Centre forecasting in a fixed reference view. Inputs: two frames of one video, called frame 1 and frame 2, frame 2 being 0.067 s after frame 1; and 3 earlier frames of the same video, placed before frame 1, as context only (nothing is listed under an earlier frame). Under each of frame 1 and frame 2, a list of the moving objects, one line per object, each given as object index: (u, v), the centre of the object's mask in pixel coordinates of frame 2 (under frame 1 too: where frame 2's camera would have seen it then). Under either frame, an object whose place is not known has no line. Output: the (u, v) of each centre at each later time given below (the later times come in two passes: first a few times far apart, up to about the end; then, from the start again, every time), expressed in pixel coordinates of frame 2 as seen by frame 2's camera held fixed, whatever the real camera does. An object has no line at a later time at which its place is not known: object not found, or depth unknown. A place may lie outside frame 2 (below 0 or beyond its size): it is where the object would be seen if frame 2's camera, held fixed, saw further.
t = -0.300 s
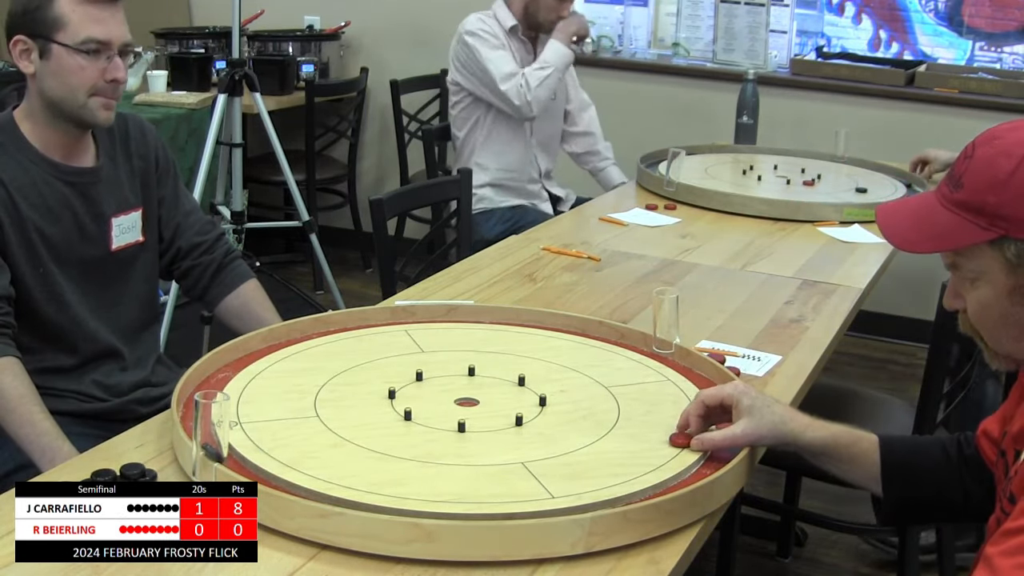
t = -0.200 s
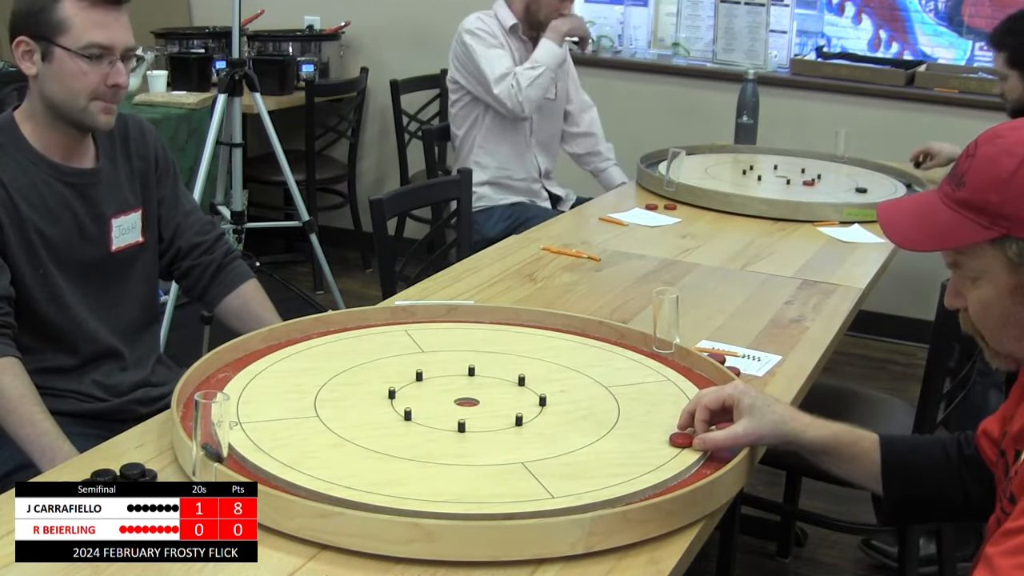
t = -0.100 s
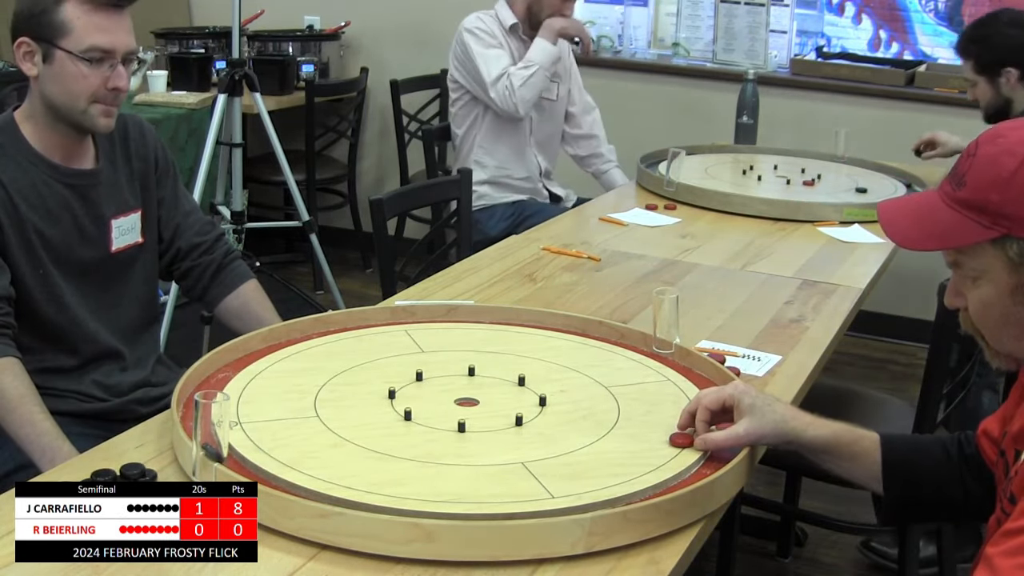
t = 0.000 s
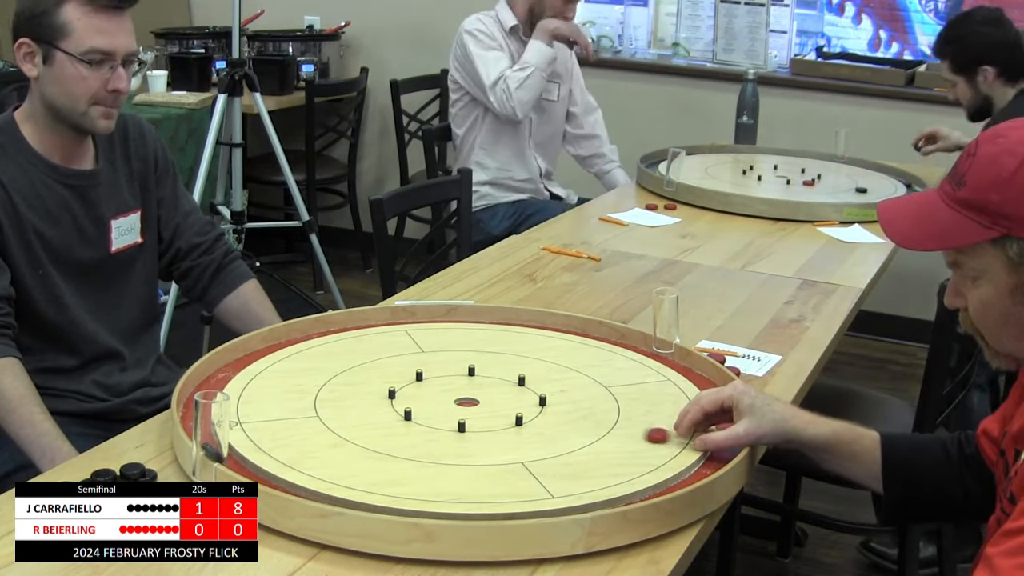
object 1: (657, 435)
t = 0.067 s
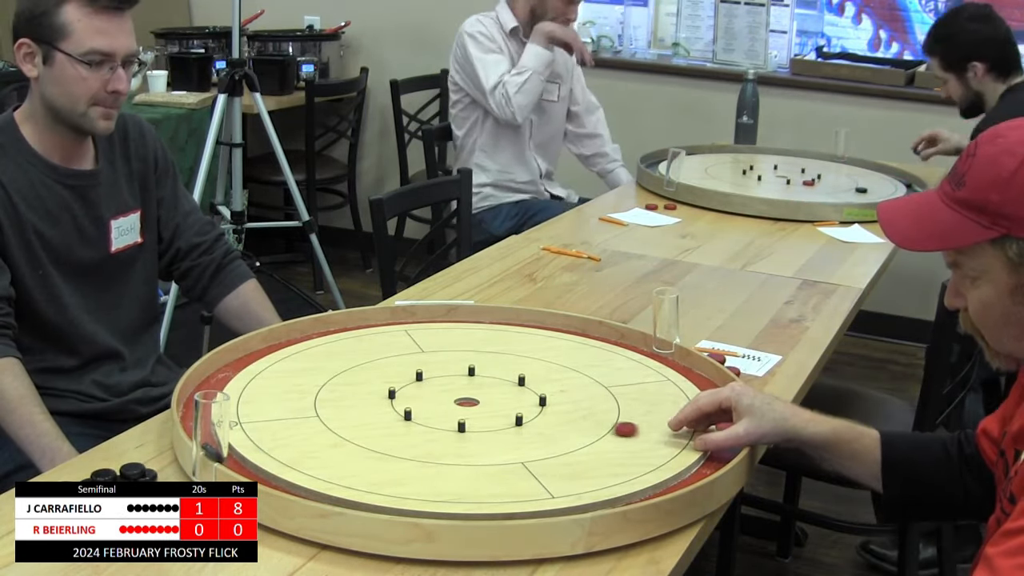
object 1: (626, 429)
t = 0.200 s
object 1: (571, 418)
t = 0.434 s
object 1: (508, 404)
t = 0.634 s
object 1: (484, 399)
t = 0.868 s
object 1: (472, 399)
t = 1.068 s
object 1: (467, 401)
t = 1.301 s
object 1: (467, 401)
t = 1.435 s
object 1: (467, 401)
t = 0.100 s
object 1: (611, 426)
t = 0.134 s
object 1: (597, 423)
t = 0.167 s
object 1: (584, 421)
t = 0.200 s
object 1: (571, 418)
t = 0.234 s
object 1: (560, 416)
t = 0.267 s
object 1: (549, 414)
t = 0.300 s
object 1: (539, 412)
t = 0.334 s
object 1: (530, 410)
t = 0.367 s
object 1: (522, 407)
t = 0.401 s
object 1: (514, 406)
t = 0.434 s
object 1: (508, 404)
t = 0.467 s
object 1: (502, 403)
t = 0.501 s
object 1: (497, 402)
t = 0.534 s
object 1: (492, 401)
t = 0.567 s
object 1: (488, 400)
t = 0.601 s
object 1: (486, 399)
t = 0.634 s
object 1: (484, 399)
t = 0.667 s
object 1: (478, 400)
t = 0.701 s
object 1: (475, 399)
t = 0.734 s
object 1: (474, 399)
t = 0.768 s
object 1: (473, 399)
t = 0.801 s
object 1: (472, 399)
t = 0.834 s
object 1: (472, 399)
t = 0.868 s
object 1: (472, 399)
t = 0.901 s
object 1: (471, 399)
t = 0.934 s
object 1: (471, 399)
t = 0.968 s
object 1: (470, 399)
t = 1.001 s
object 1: (468, 400)
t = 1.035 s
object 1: (467, 401)
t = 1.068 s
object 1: (467, 401)
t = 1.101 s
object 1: (467, 401)
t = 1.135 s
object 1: (467, 401)
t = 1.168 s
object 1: (467, 401)
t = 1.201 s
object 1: (467, 401)
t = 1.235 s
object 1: (467, 401)
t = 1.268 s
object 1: (467, 401)
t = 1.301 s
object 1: (467, 401)
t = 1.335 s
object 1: (467, 401)
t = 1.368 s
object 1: (467, 401)
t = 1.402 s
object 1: (467, 401)
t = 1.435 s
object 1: (467, 401)
